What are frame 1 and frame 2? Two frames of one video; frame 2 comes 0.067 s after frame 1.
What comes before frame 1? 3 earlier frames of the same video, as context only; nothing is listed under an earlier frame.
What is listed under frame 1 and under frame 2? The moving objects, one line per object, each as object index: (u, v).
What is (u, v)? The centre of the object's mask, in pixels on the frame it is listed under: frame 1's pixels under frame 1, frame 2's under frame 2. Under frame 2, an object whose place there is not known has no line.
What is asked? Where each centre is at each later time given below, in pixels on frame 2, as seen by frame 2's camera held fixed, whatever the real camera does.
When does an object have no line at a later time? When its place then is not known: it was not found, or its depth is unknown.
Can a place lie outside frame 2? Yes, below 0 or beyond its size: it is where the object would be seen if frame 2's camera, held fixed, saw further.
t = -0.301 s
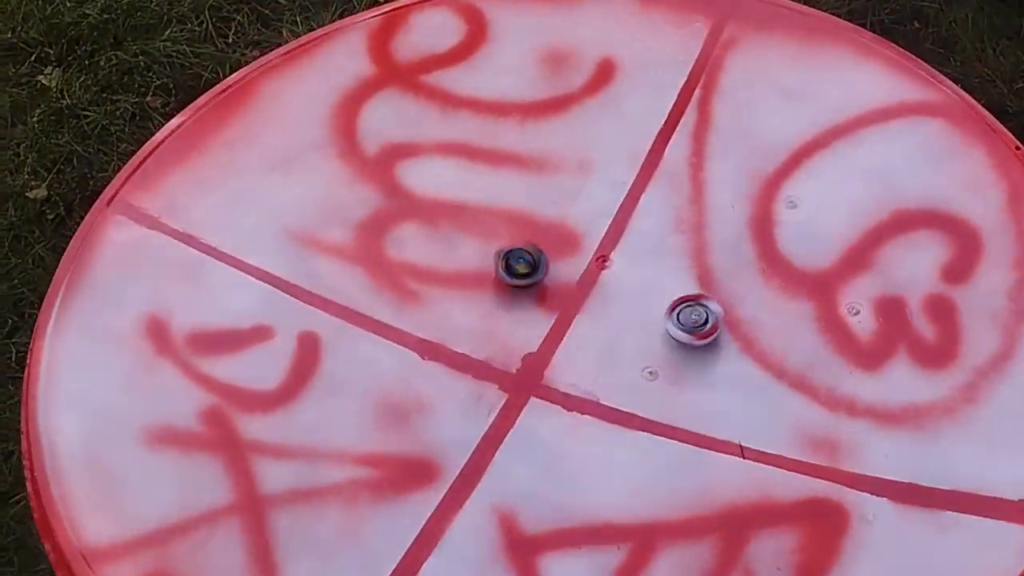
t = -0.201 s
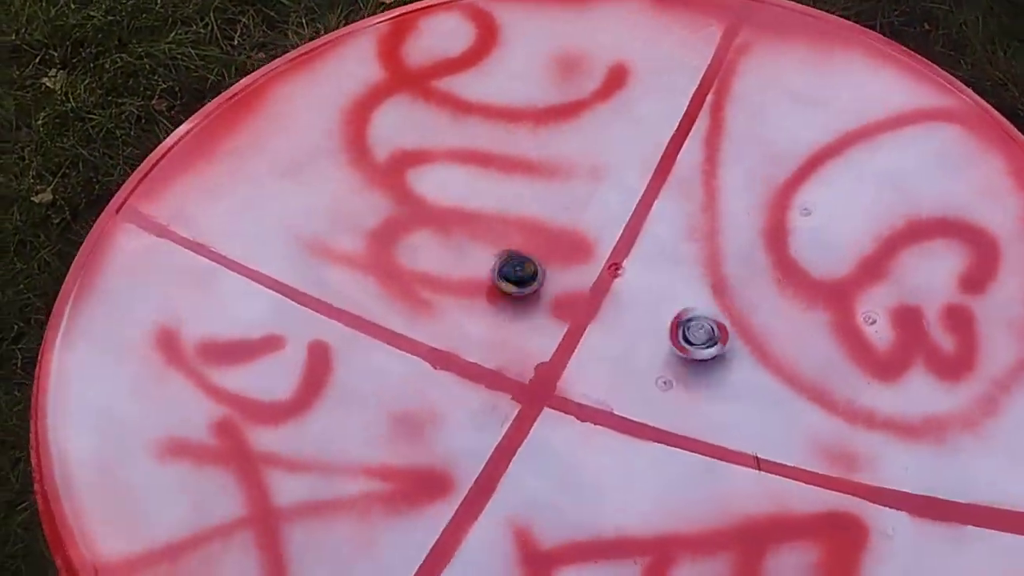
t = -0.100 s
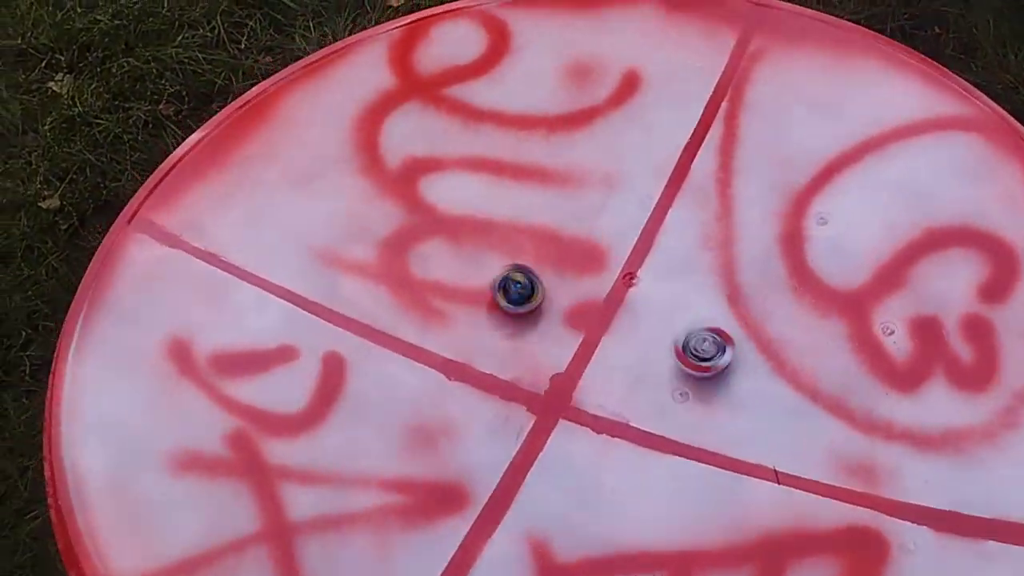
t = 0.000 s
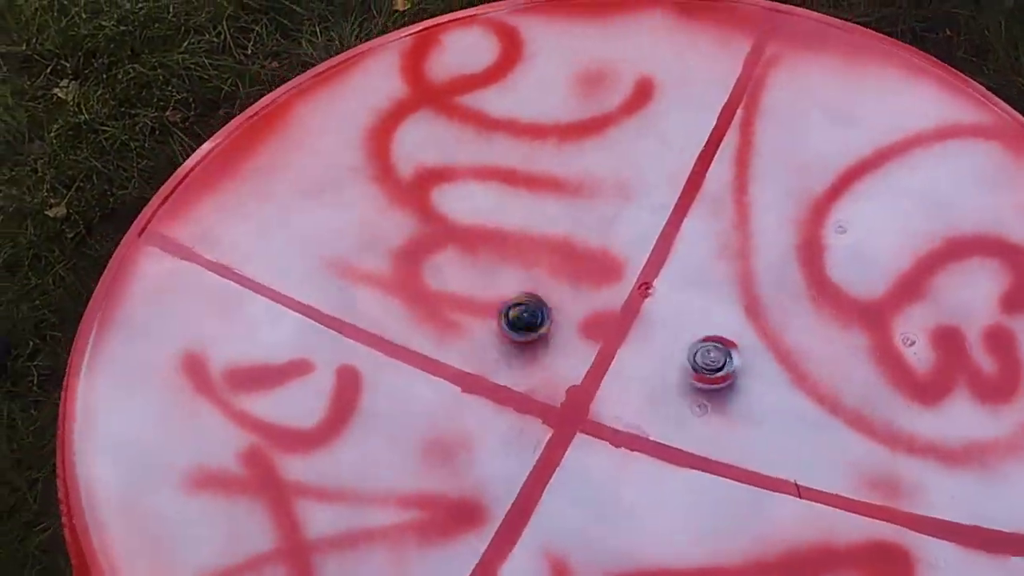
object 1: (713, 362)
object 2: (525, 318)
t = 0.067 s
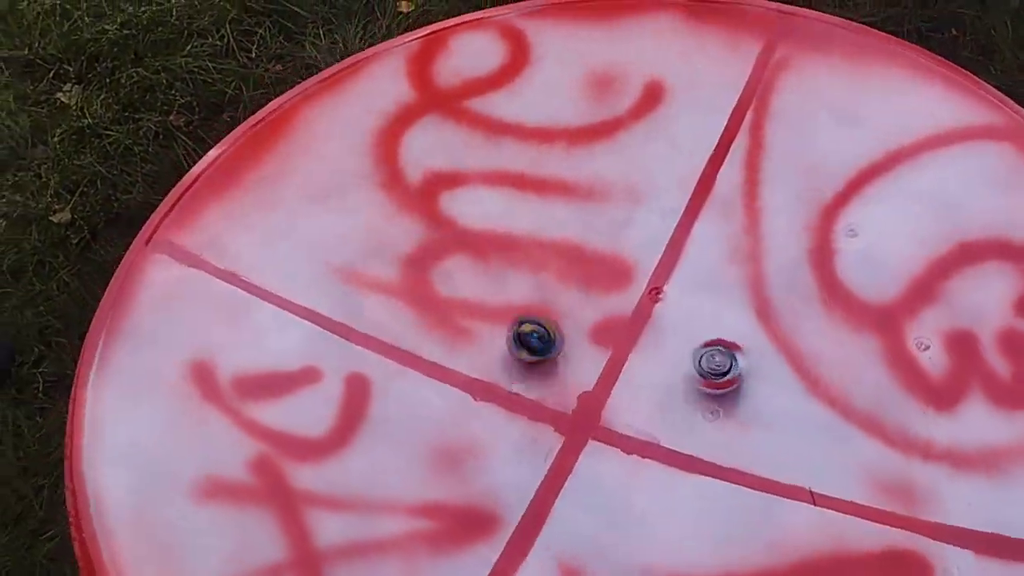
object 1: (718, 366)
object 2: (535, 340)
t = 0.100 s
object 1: (715, 365)
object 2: (536, 347)
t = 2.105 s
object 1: (850, 339)
